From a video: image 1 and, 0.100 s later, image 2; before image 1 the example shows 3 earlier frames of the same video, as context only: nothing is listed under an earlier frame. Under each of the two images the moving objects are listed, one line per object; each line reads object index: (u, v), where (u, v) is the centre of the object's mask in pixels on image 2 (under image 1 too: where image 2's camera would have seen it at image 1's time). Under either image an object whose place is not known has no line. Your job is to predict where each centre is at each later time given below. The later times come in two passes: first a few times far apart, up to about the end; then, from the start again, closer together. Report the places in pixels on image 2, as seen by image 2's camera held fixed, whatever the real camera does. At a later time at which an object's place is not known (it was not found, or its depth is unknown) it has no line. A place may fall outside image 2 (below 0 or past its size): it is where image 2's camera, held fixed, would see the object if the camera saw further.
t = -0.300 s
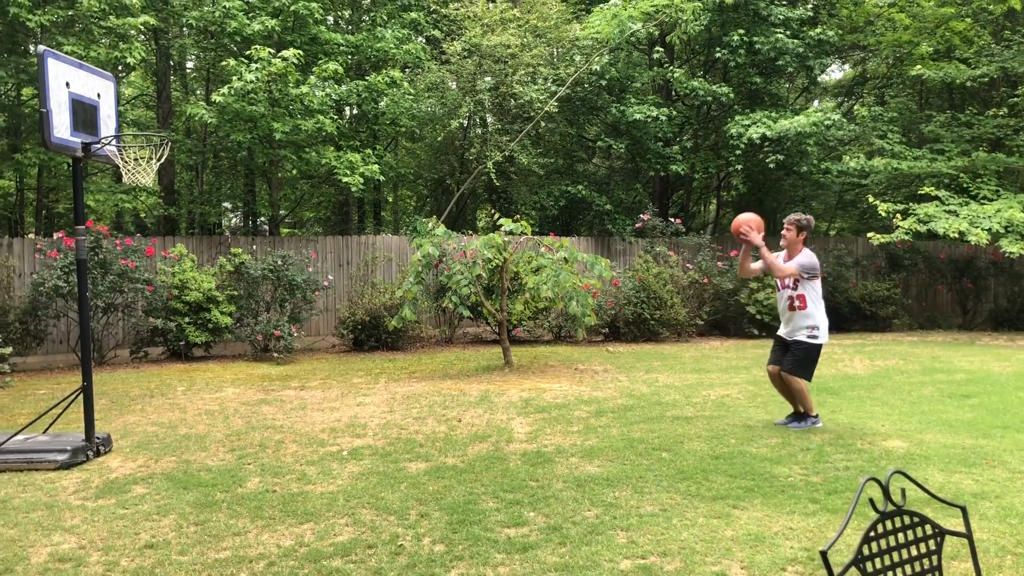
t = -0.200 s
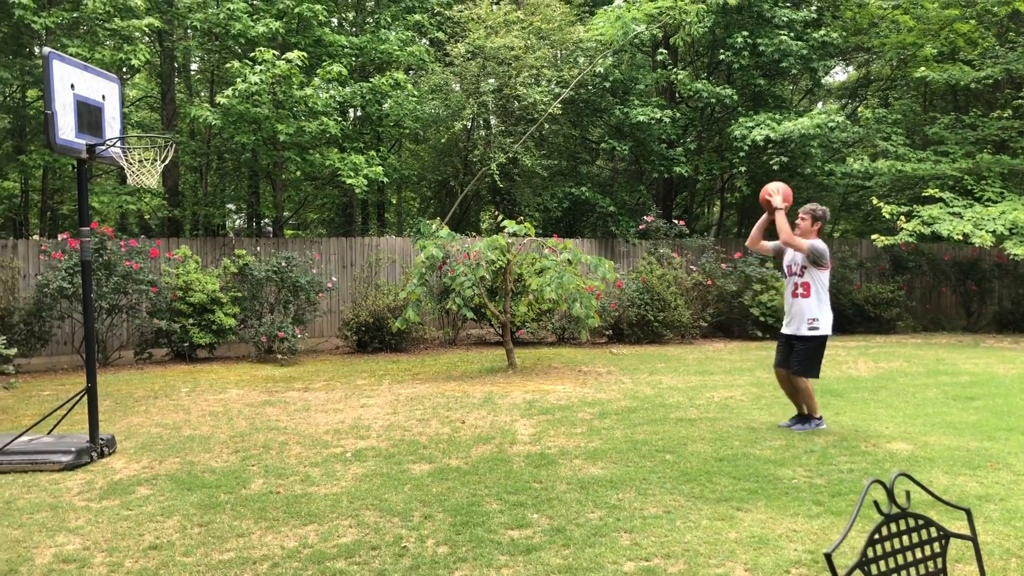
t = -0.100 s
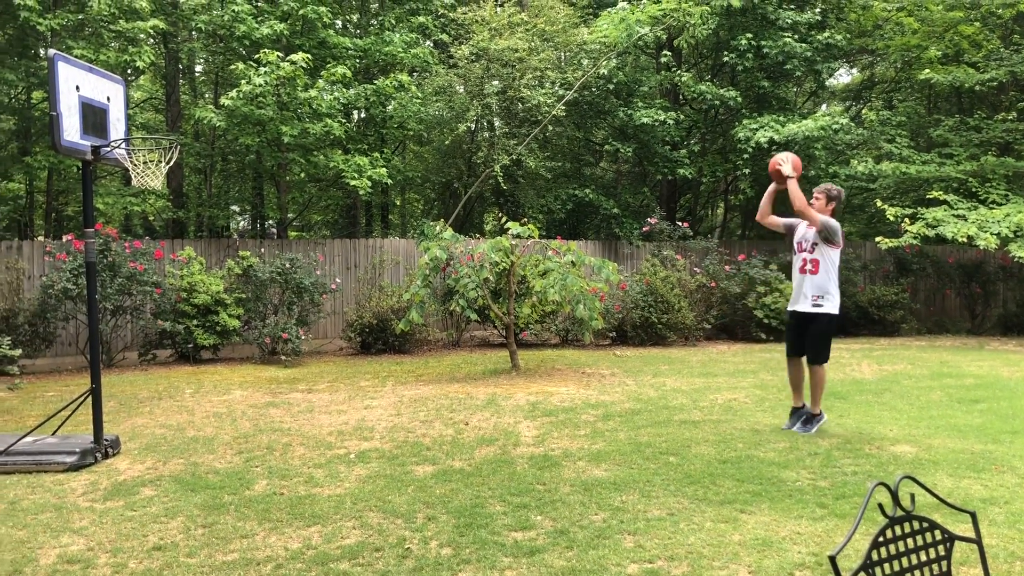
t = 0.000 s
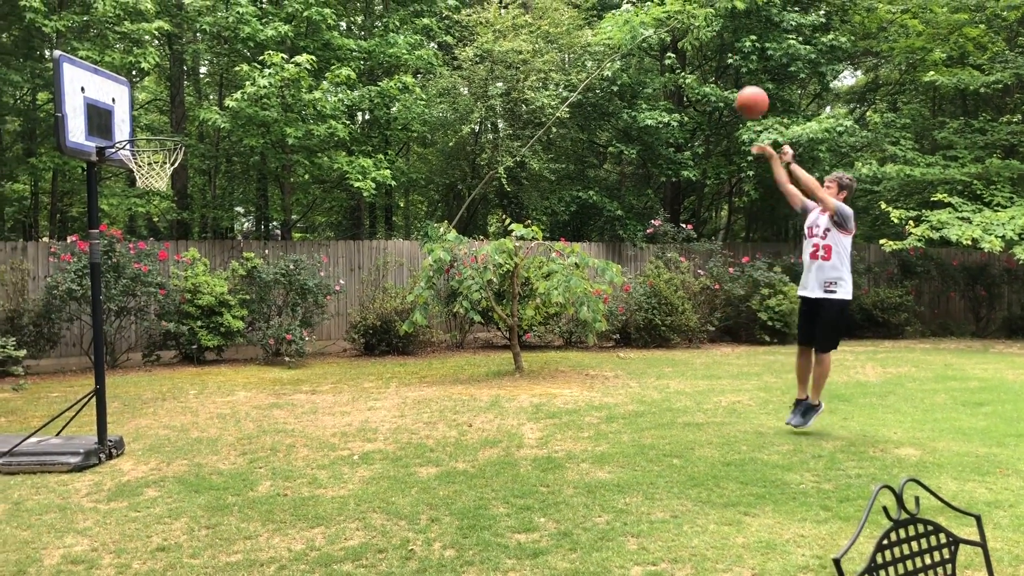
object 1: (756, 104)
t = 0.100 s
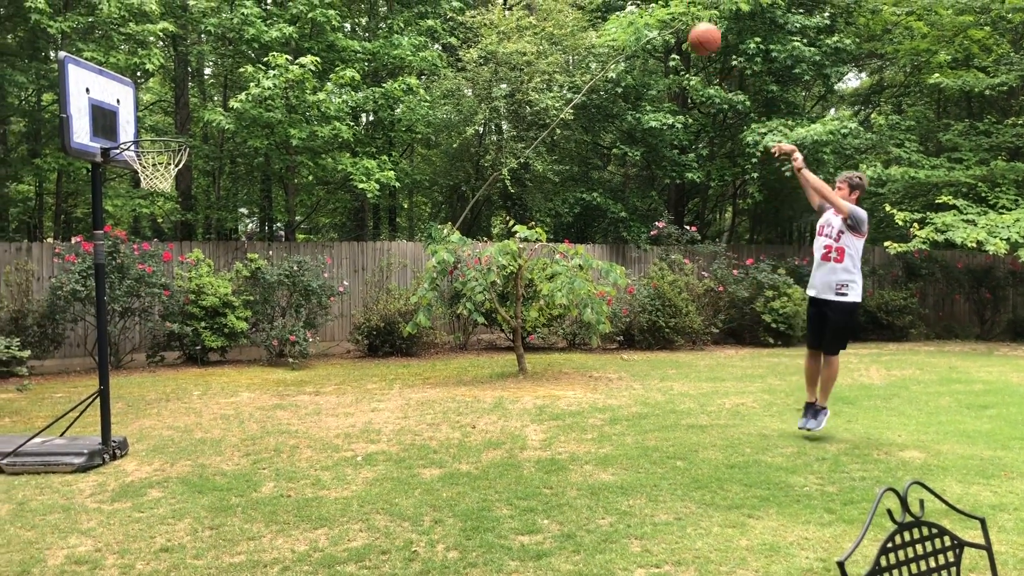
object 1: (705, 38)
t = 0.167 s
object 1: (670, 7)
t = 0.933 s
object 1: (266, 7)
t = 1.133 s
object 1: (162, 129)
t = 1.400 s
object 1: (111, 111)
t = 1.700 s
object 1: (122, 182)
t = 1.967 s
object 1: (134, 377)
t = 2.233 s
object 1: (124, 391)
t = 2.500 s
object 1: (96, 294)
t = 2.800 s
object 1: (60, 336)
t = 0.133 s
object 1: (688, 19)
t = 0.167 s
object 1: (670, 7)
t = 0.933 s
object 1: (266, 7)
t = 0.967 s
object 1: (249, 22)
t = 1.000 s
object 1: (231, 41)
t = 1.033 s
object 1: (213, 61)
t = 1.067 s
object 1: (195, 83)
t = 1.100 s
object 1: (179, 106)
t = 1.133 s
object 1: (162, 129)
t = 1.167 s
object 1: (148, 132)
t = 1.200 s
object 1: (136, 126)
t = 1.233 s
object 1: (123, 123)
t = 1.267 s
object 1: (110, 122)
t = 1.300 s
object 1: (108, 117)
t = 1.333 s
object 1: (110, 114)
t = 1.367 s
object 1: (110, 112)
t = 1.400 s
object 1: (111, 111)
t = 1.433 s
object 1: (112, 112)
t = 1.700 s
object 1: (122, 182)
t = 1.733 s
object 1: (123, 199)
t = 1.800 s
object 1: (126, 239)
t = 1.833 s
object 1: (128, 262)
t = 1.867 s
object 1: (129, 288)
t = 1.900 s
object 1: (130, 315)
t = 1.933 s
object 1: (132, 345)
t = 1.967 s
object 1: (134, 377)
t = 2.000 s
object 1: (135, 412)
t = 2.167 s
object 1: (130, 431)
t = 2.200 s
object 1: (127, 410)
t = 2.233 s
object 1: (124, 391)
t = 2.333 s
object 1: (114, 342)
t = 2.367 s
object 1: (110, 328)
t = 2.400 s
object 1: (107, 317)
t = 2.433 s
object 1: (103, 307)
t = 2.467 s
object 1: (100, 299)
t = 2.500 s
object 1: (96, 294)
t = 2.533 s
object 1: (92, 290)
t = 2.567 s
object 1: (88, 289)
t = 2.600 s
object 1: (85, 288)
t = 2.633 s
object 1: (80, 290)
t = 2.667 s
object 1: (76, 294)
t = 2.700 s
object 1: (72, 301)
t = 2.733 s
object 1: (68, 311)
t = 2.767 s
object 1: (64, 322)
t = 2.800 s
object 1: (60, 336)
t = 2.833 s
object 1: (55, 352)
